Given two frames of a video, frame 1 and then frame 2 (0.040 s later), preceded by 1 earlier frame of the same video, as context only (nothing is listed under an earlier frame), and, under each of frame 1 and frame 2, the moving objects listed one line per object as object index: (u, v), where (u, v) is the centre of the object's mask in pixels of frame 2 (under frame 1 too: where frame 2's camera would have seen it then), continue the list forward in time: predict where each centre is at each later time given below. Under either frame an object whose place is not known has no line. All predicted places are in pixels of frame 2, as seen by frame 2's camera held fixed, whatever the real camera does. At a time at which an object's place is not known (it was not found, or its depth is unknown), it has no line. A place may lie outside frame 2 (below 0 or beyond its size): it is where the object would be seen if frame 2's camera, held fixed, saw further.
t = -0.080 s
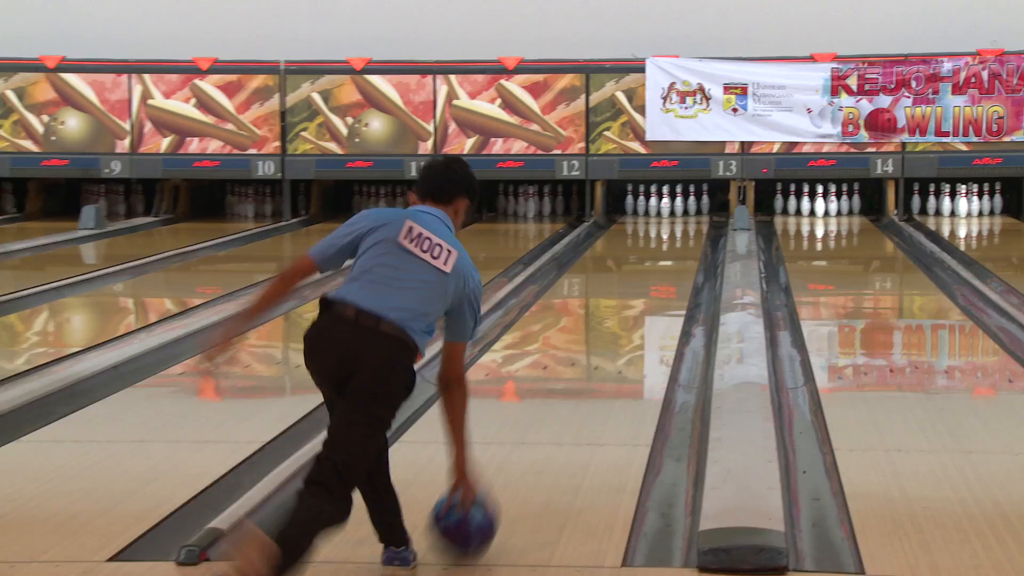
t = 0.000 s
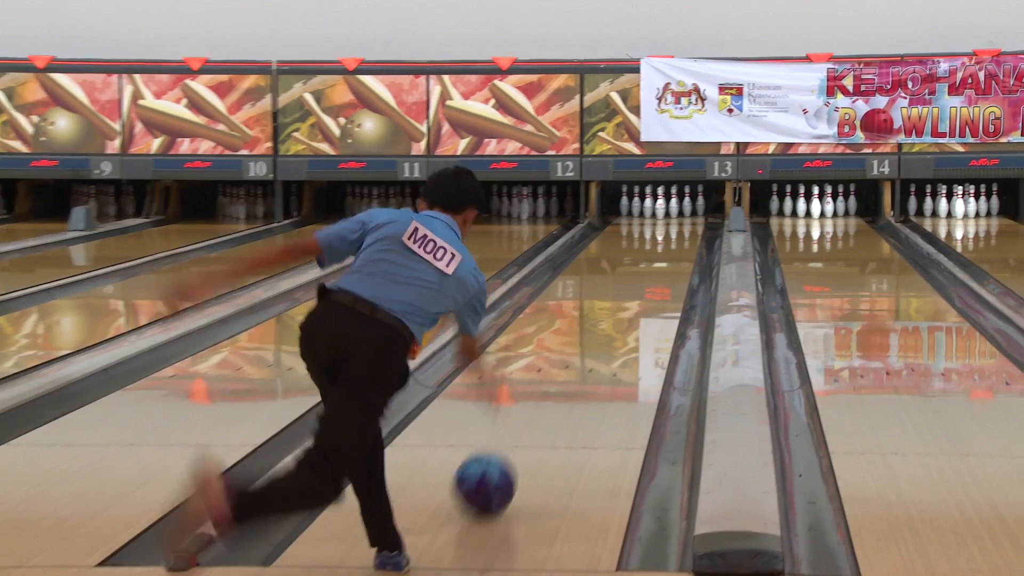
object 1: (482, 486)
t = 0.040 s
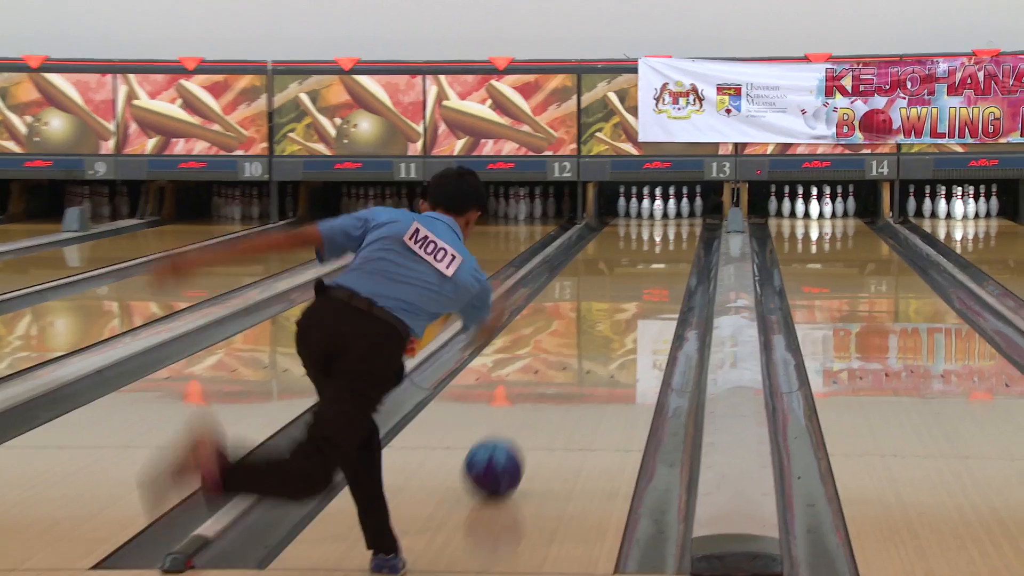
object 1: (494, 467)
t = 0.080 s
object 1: (505, 450)
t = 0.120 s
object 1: (515, 435)
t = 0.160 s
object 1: (524, 422)
